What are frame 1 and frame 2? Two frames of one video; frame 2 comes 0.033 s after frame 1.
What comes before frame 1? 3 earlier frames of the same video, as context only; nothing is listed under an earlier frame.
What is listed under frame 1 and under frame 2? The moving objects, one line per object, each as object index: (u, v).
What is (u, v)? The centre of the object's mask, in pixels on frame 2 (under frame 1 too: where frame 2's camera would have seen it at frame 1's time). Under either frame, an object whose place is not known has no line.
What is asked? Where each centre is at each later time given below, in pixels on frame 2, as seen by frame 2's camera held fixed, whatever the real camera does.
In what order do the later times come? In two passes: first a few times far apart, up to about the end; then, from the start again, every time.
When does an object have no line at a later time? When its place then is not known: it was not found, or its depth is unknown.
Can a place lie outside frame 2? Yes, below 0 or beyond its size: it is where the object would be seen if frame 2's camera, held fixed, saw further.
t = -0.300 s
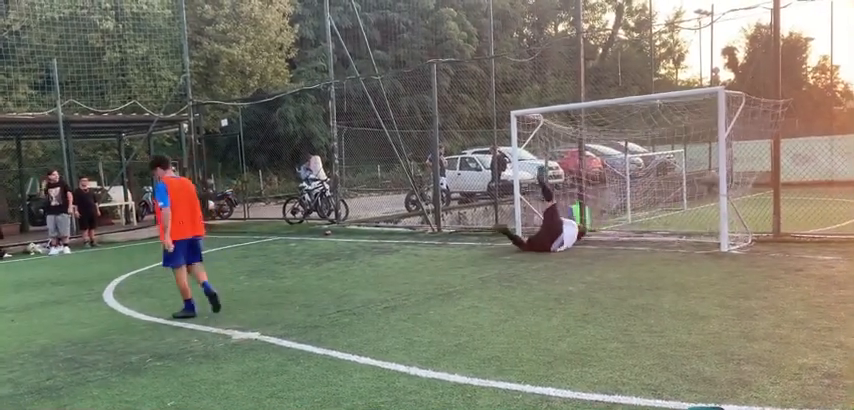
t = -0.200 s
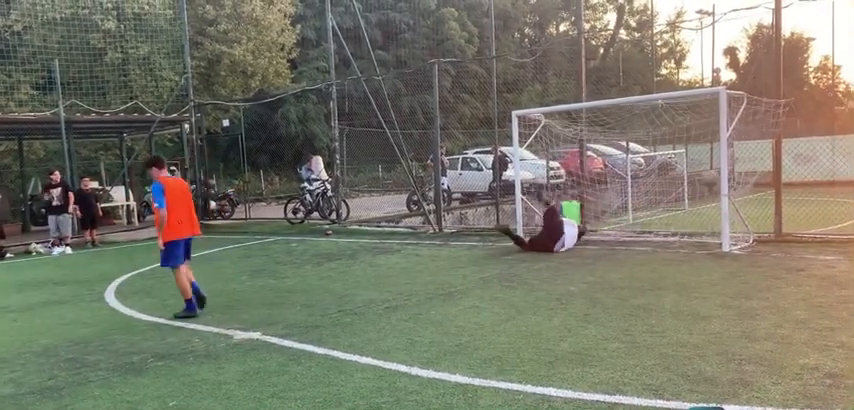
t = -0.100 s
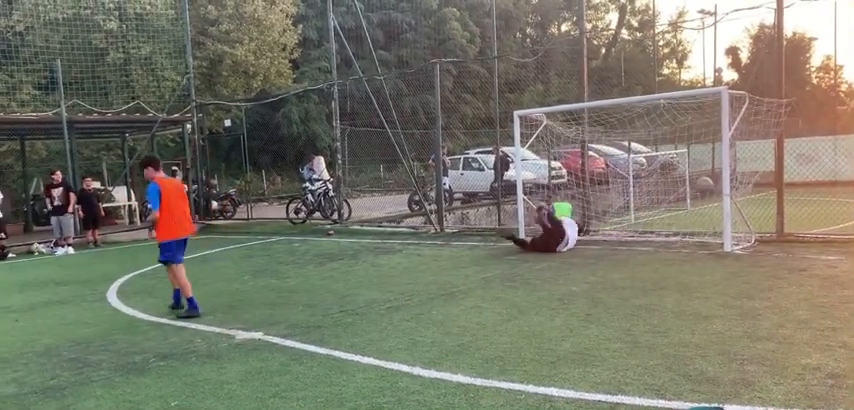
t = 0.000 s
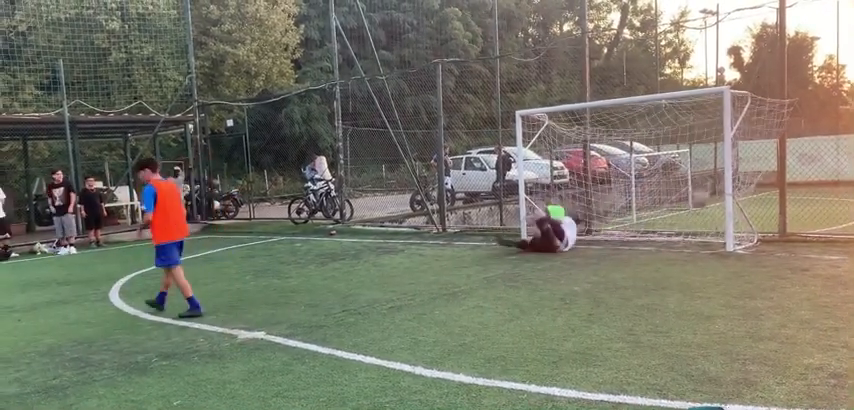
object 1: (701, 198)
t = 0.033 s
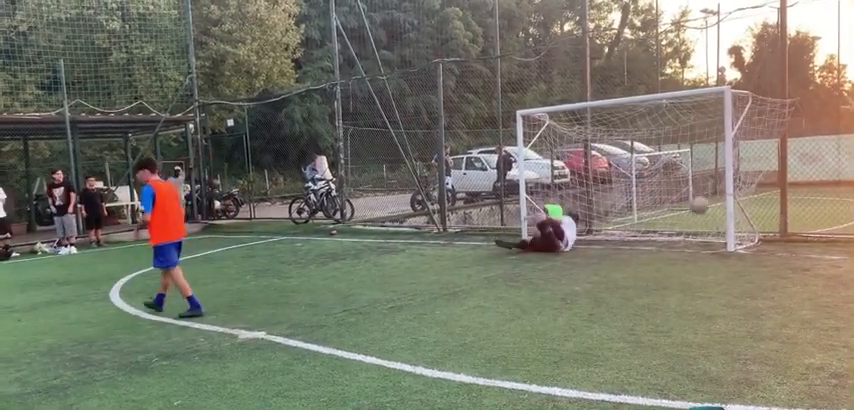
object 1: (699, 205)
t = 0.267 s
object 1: (693, 235)
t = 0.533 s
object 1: (707, 222)
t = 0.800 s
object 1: (724, 254)
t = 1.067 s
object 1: (733, 255)
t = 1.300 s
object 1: (740, 259)
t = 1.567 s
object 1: (751, 272)
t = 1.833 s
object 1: (760, 277)
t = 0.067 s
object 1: (696, 215)
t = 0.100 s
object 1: (696, 223)
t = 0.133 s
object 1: (694, 230)
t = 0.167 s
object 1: (691, 240)
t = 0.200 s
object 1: (691, 246)
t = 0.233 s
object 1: (691, 240)
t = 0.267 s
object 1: (693, 235)
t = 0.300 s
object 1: (695, 230)
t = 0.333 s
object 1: (698, 226)
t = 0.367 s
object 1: (699, 223)
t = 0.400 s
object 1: (700, 221)
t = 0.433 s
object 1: (702, 220)
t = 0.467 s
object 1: (703, 220)
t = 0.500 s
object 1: (705, 221)
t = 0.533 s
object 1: (707, 222)
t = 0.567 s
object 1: (710, 225)
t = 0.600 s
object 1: (712, 227)
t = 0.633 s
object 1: (715, 231)
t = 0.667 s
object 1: (717, 234)
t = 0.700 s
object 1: (719, 244)
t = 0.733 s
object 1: (721, 250)
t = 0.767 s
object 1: (723, 257)
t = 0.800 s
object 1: (724, 254)
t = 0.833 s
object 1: (725, 249)
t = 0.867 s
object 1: (724, 248)
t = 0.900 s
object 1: (726, 246)
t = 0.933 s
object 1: (727, 246)
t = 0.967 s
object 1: (729, 247)
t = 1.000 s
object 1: (729, 248)
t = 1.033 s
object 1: (730, 249)
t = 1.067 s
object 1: (733, 255)
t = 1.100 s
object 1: (734, 258)
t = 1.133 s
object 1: (735, 262)
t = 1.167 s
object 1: (736, 262)
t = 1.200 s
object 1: (737, 261)
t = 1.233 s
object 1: (739, 259)
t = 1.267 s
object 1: (740, 259)
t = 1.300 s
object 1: (740, 259)
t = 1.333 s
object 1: (741, 261)
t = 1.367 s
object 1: (743, 265)
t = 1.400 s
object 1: (745, 269)
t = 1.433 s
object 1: (746, 268)
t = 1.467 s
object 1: (747, 268)
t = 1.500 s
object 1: (749, 268)
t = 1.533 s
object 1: (750, 270)
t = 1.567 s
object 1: (751, 272)
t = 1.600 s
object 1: (752, 272)
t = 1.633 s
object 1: (754, 273)
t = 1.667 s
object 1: (754, 274)
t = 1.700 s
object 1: (755, 274)
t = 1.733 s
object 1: (756, 275)
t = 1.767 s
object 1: (758, 276)
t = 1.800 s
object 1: (759, 277)
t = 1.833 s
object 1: (760, 277)
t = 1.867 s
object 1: (761, 278)
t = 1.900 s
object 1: (763, 278)
